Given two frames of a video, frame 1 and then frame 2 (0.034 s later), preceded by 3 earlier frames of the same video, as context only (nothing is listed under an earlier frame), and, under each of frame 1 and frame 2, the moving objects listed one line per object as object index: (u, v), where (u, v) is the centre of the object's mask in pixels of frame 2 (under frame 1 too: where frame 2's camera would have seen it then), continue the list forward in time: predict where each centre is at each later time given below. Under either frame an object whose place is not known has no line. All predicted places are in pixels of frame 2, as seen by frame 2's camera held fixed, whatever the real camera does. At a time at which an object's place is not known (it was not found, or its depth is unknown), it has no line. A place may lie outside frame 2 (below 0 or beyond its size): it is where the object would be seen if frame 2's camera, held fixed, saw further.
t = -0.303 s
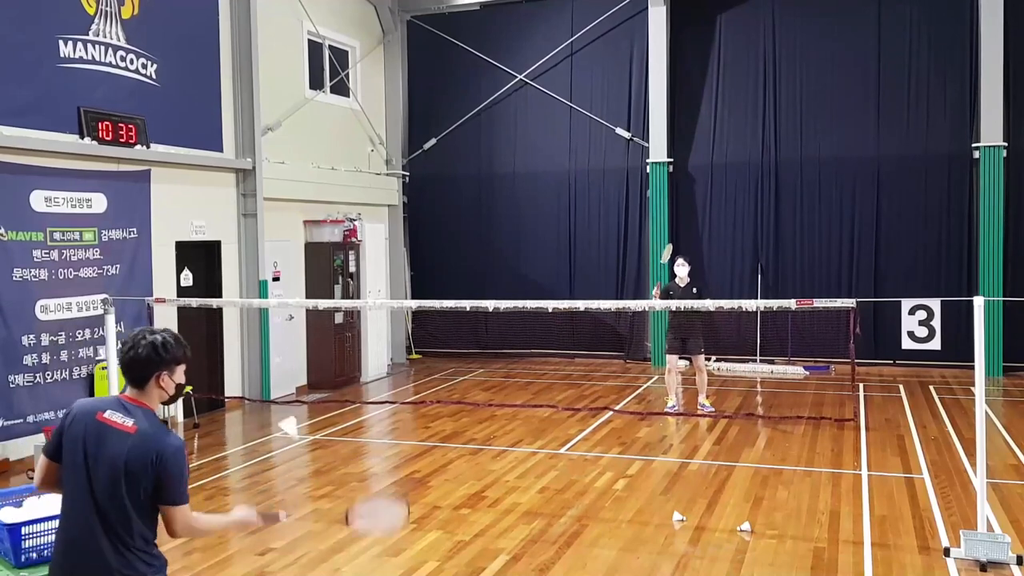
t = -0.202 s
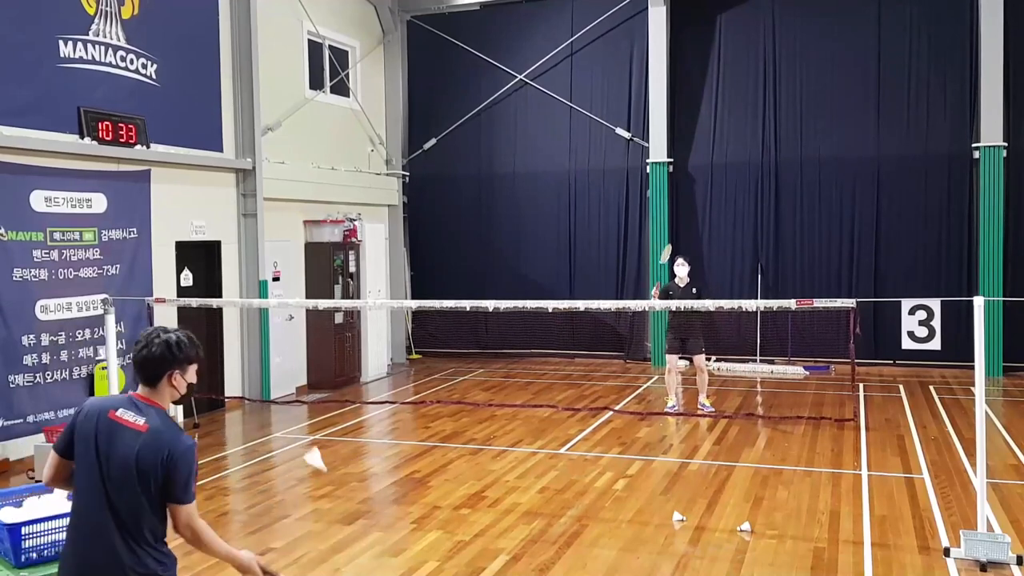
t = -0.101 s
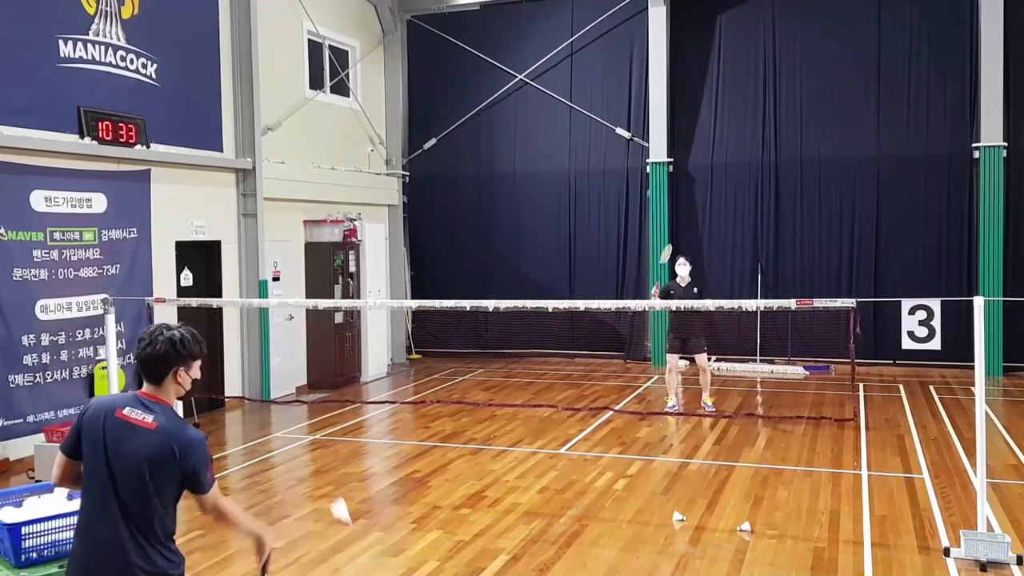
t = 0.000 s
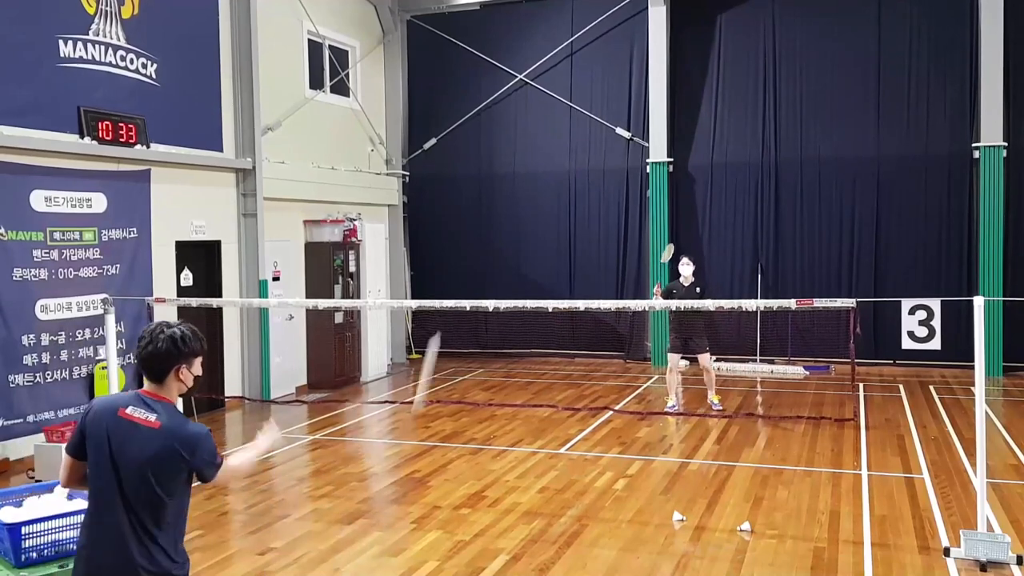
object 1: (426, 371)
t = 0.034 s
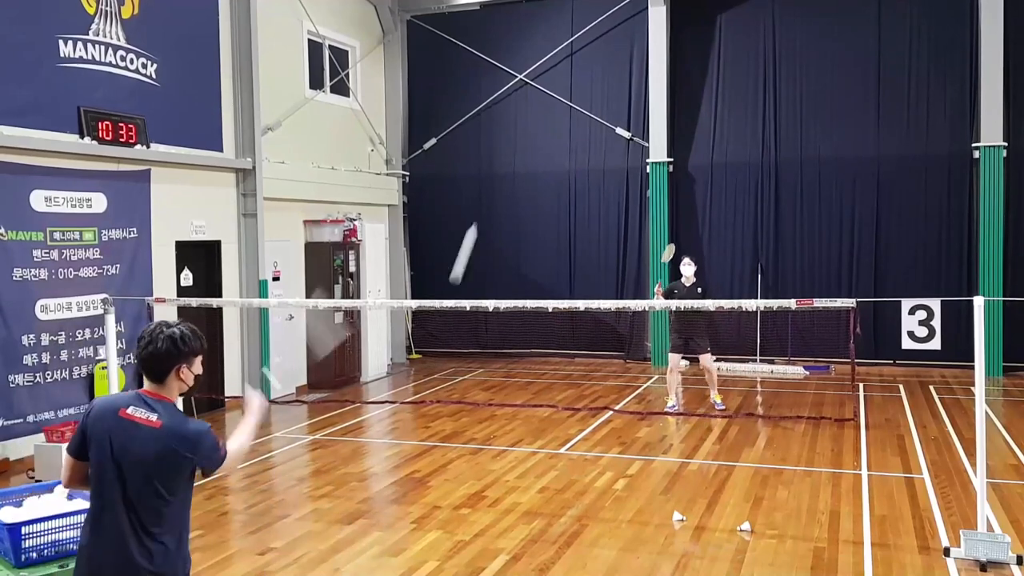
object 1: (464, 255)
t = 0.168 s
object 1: (550, 9)
